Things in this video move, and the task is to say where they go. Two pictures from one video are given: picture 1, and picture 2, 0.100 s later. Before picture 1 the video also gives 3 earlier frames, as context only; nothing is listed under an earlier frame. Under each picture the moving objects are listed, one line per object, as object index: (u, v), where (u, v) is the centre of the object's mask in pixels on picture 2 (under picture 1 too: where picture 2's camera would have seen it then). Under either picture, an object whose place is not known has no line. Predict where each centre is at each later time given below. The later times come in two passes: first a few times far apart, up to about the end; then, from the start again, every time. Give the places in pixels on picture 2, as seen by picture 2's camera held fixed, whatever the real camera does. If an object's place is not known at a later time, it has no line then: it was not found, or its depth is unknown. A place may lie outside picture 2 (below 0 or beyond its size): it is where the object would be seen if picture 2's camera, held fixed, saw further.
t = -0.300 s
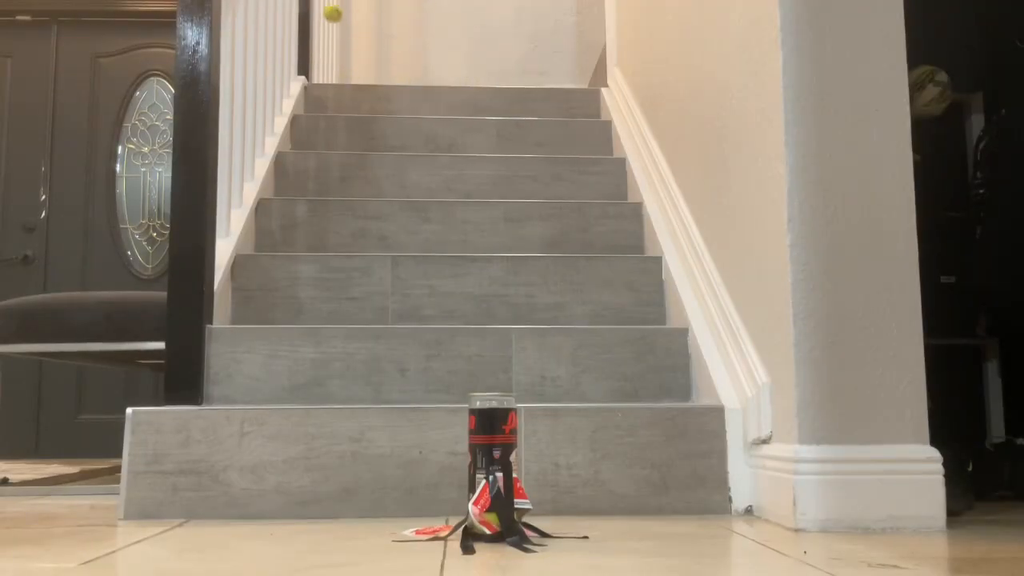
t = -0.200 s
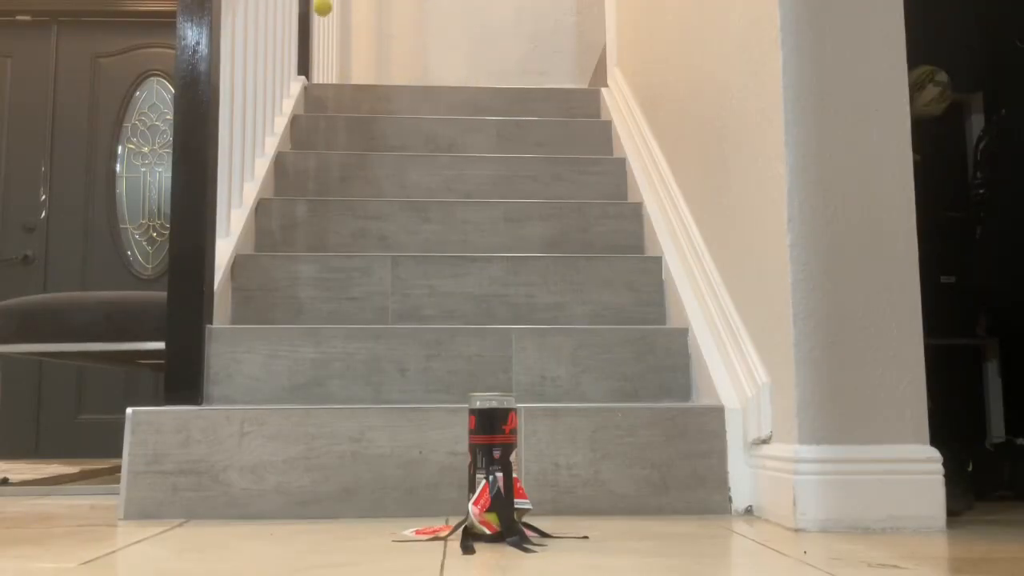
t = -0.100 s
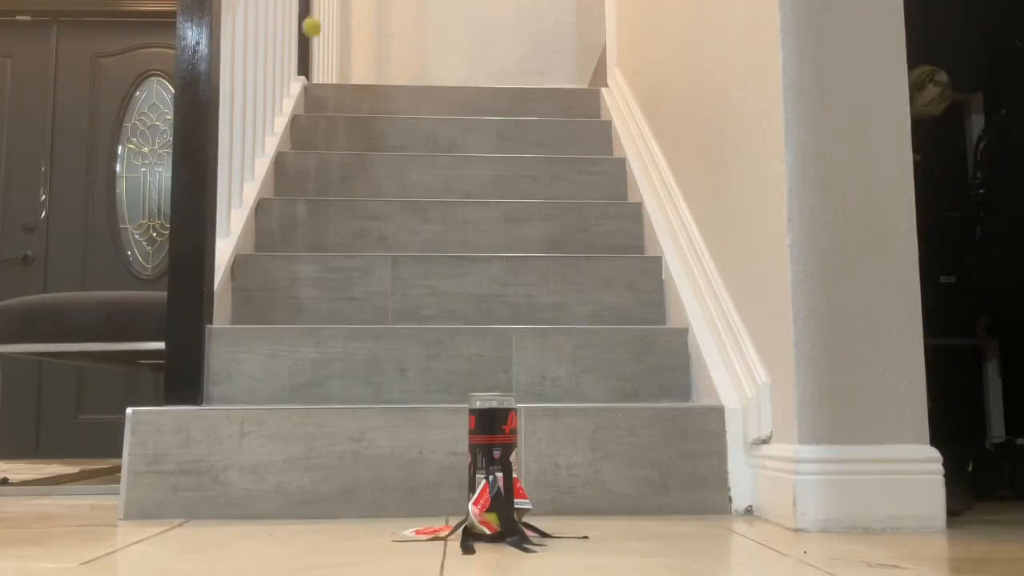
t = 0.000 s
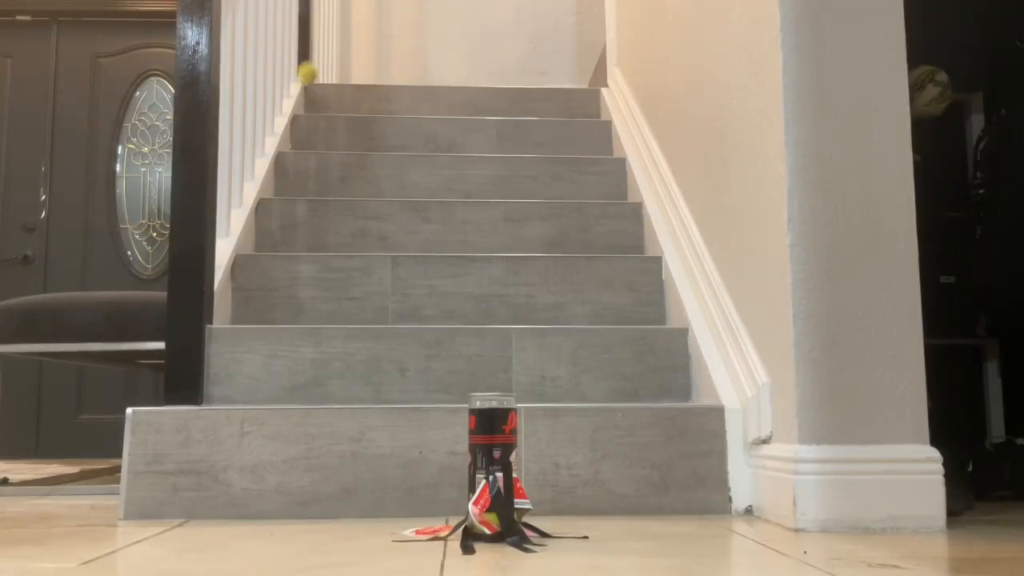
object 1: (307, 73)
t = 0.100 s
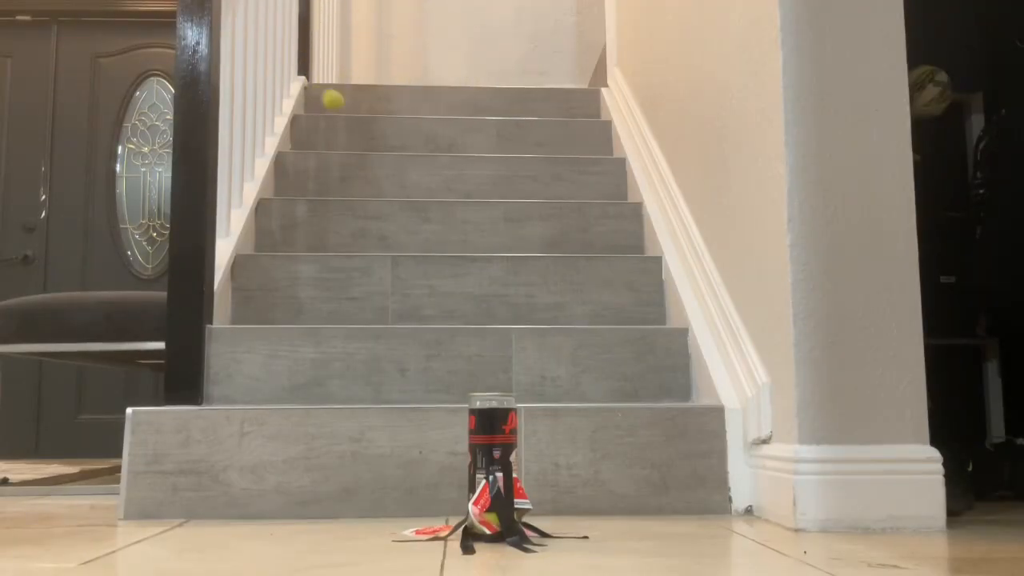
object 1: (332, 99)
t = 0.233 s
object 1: (374, 68)
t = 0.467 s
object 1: (456, 110)
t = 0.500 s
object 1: (468, 132)
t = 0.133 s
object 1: (342, 96)
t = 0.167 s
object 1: (353, 85)
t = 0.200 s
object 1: (364, 75)
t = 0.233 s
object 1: (374, 68)
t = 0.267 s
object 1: (385, 63)
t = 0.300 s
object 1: (396, 63)
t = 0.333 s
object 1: (408, 66)
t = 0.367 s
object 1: (420, 72)
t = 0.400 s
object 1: (432, 81)
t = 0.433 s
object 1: (443, 94)
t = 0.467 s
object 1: (456, 110)
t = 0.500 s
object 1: (468, 132)
